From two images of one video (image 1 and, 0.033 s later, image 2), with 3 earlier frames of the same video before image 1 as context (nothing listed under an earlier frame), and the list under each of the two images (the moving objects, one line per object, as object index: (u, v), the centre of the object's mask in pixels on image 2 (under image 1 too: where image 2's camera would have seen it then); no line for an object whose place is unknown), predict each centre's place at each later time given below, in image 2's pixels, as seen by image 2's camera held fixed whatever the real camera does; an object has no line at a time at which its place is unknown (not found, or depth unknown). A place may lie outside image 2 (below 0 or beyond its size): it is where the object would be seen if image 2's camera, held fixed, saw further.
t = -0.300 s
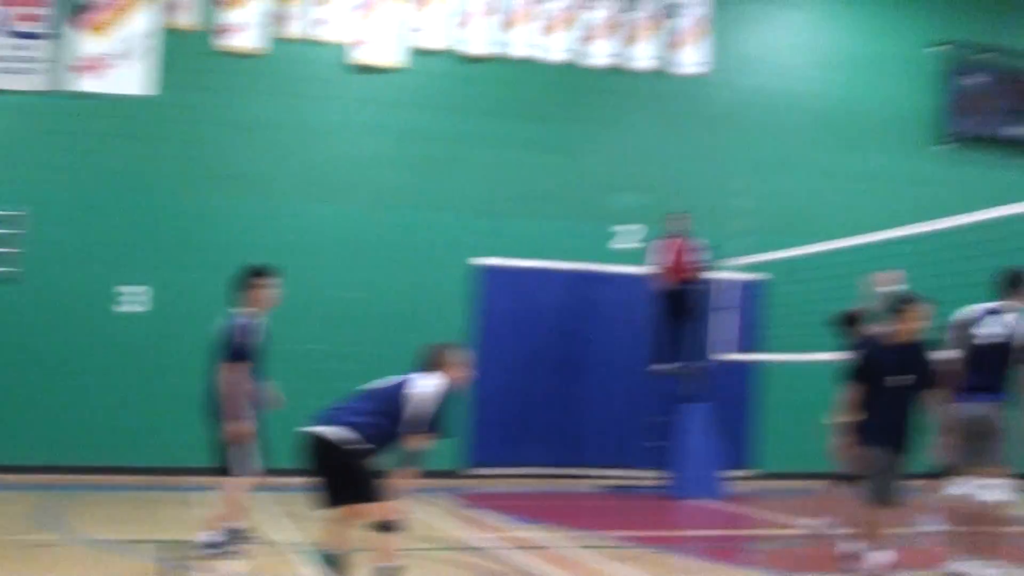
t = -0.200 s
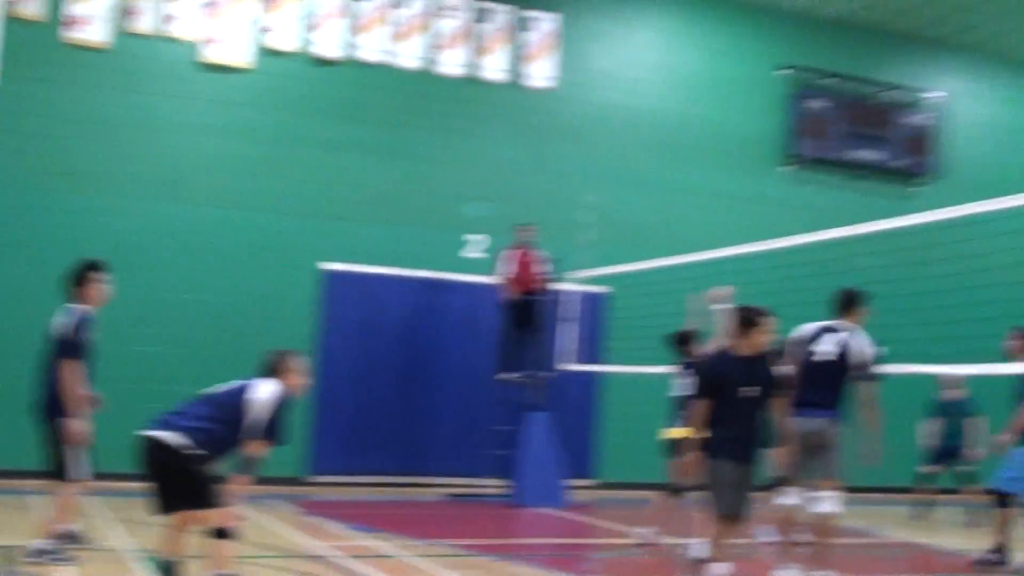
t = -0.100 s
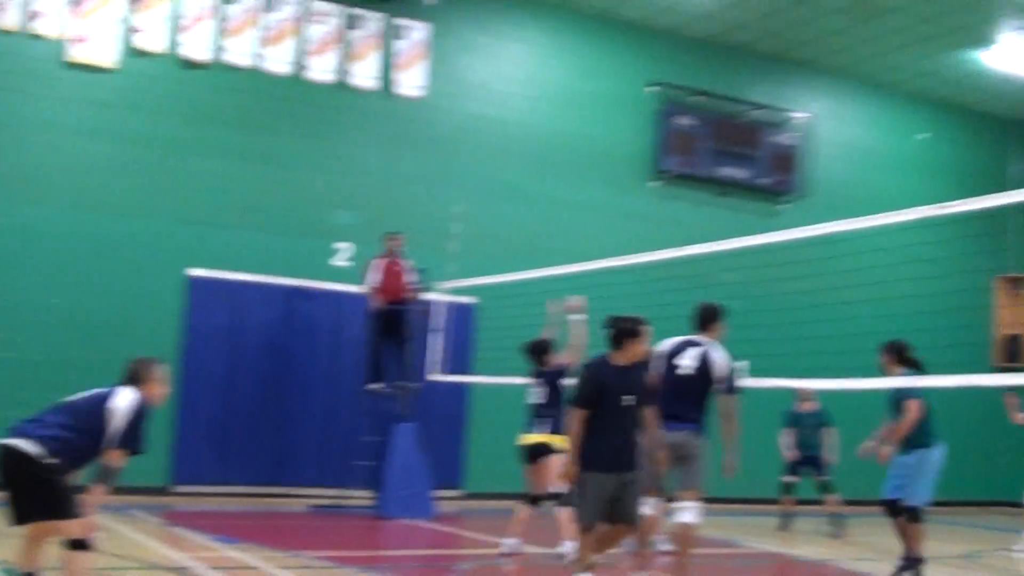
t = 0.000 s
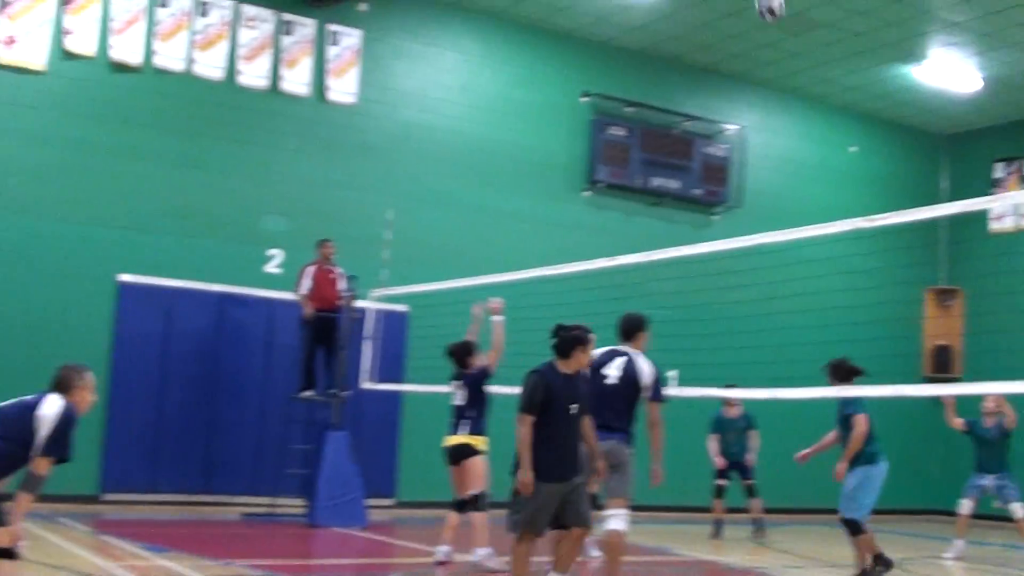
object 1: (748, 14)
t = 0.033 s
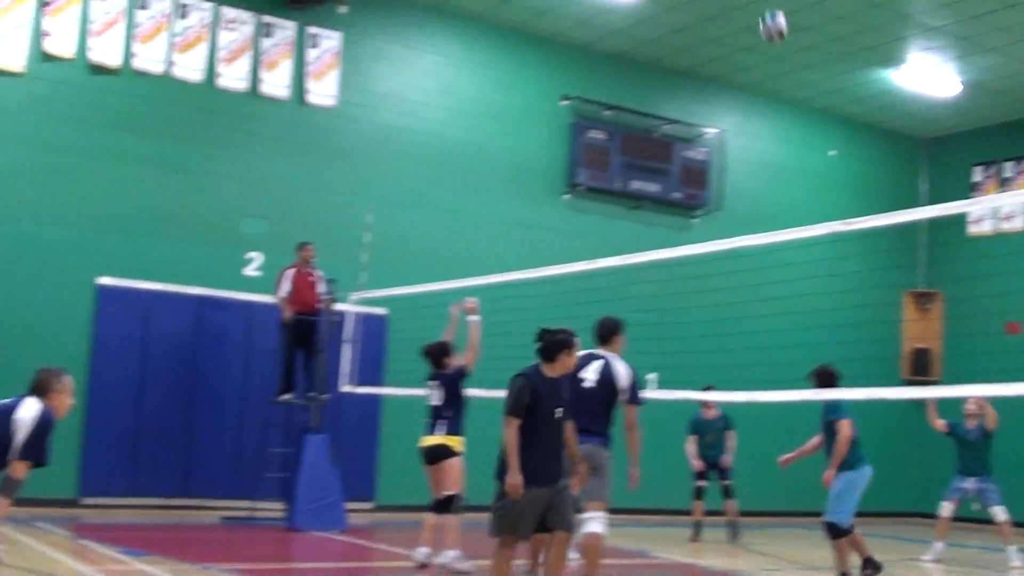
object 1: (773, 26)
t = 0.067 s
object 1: (798, 43)
